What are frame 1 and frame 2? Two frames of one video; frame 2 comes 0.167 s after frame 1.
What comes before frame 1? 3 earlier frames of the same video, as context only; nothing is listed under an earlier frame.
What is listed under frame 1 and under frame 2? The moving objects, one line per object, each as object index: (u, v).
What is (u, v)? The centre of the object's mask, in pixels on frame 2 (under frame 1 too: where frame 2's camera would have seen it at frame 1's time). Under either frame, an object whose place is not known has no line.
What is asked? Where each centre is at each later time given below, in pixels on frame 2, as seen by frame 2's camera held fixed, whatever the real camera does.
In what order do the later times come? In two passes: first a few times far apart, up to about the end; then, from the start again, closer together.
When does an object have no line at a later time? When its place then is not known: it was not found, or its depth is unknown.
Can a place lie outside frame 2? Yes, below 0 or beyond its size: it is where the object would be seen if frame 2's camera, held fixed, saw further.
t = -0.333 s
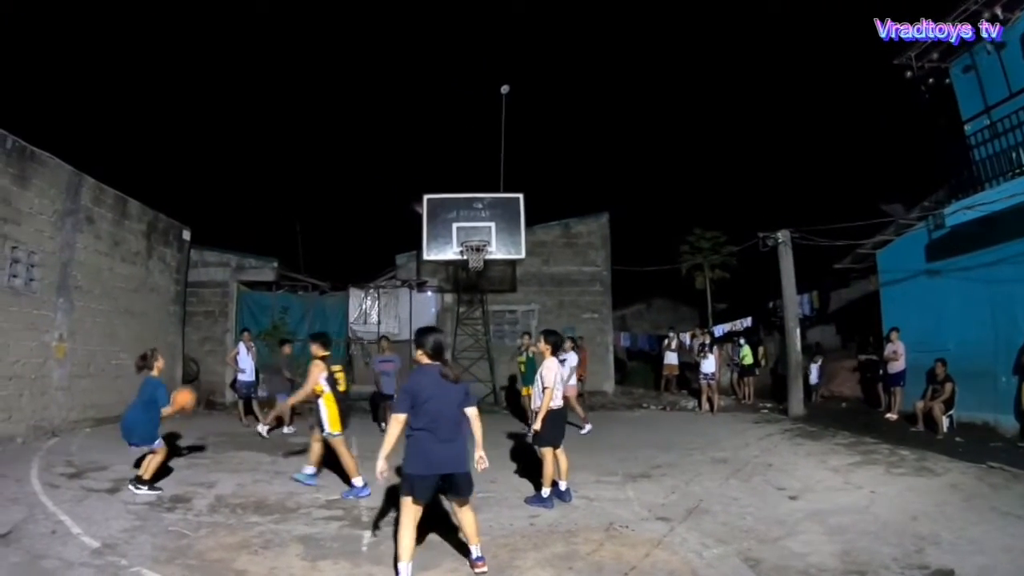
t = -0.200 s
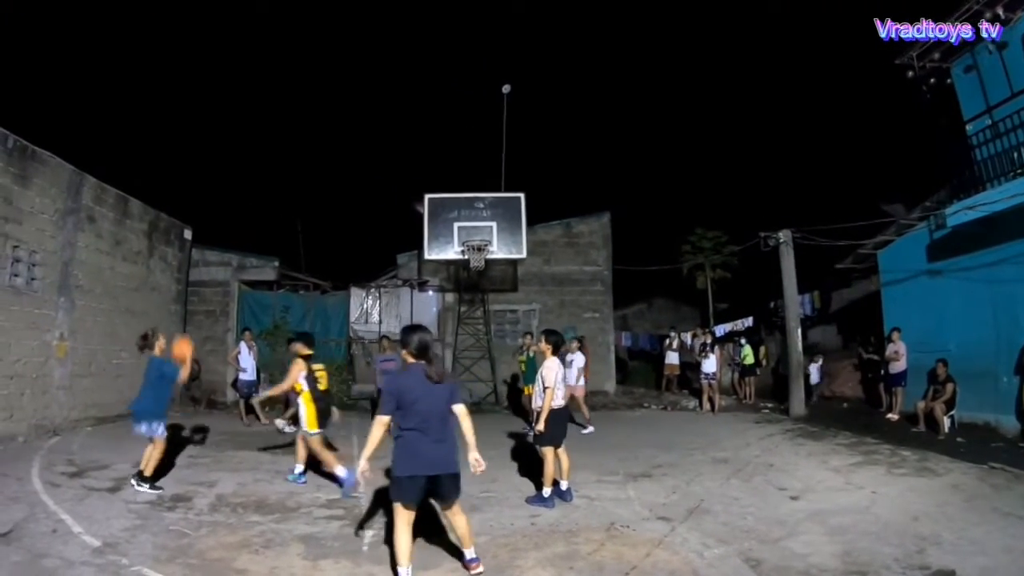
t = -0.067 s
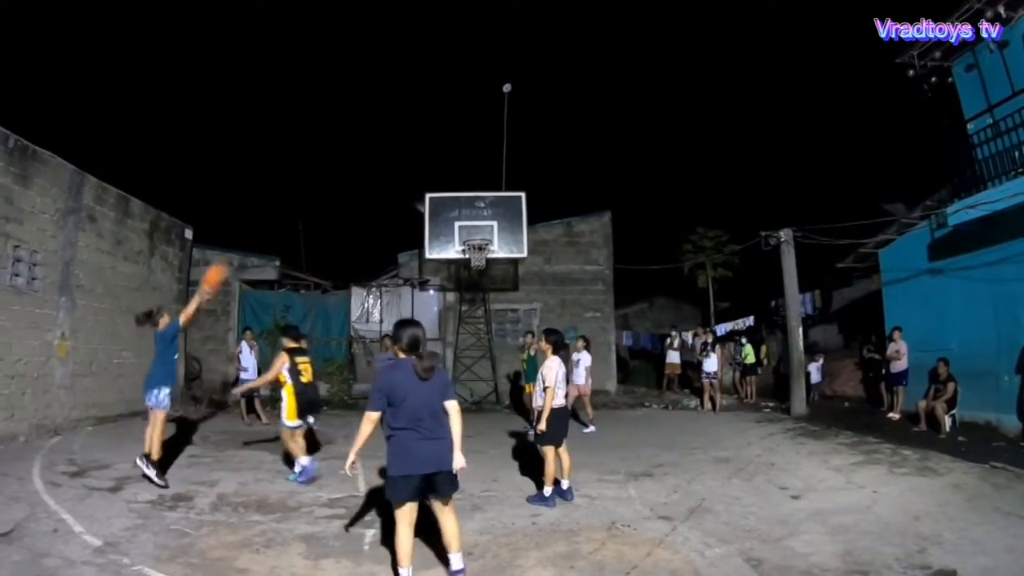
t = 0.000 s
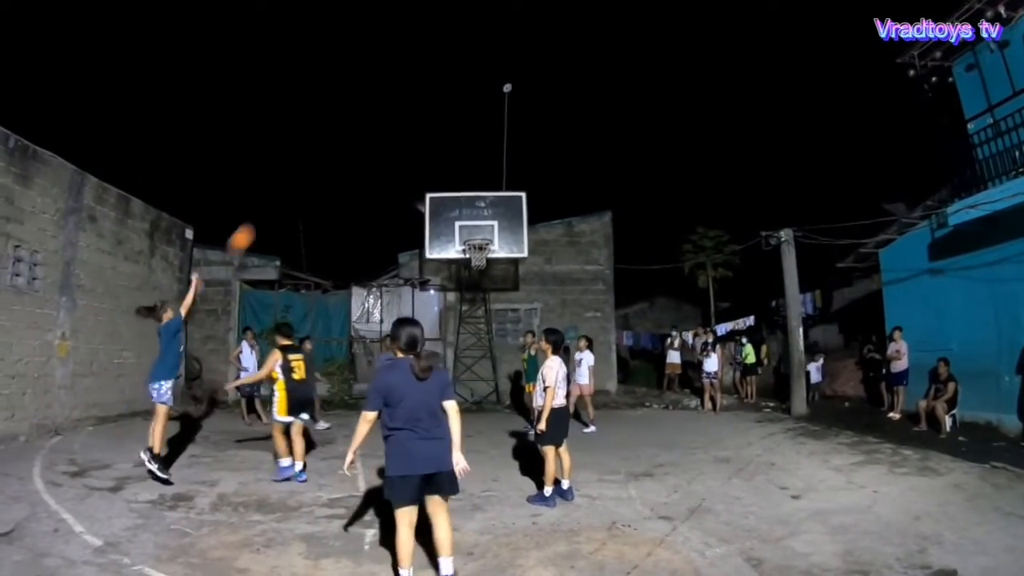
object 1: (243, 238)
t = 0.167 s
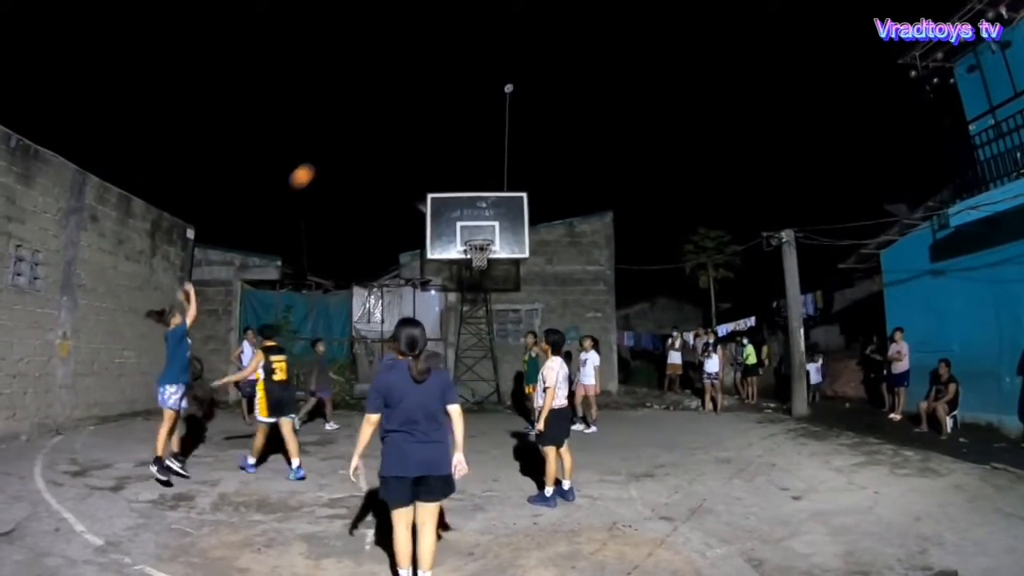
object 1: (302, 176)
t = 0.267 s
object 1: (331, 154)
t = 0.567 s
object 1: (399, 138)
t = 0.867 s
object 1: (448, 176)
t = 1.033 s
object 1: (471, 216)
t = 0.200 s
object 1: (312, 168)
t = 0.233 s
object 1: (322, 160)
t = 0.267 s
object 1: (331, 154)
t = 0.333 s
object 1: (349, 144)
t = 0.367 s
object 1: (357, 141)
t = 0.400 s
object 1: (364, 139)
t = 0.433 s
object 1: (372, 137)
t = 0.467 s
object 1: (379, 137)
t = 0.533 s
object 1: (392, 137)
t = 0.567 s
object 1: (399, 138)
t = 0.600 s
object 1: (405, 140)
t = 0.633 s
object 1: (411, 142)
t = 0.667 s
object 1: (417, 145)
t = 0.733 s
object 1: (428, 153)
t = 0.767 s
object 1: (434, 158)
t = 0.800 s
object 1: (439, 163)
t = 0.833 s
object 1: (444, 169)
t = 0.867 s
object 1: (448, 176)
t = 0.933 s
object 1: (458, 191)
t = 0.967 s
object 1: (463, 199)
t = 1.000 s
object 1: (467, 208)
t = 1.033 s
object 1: (471, 216)
